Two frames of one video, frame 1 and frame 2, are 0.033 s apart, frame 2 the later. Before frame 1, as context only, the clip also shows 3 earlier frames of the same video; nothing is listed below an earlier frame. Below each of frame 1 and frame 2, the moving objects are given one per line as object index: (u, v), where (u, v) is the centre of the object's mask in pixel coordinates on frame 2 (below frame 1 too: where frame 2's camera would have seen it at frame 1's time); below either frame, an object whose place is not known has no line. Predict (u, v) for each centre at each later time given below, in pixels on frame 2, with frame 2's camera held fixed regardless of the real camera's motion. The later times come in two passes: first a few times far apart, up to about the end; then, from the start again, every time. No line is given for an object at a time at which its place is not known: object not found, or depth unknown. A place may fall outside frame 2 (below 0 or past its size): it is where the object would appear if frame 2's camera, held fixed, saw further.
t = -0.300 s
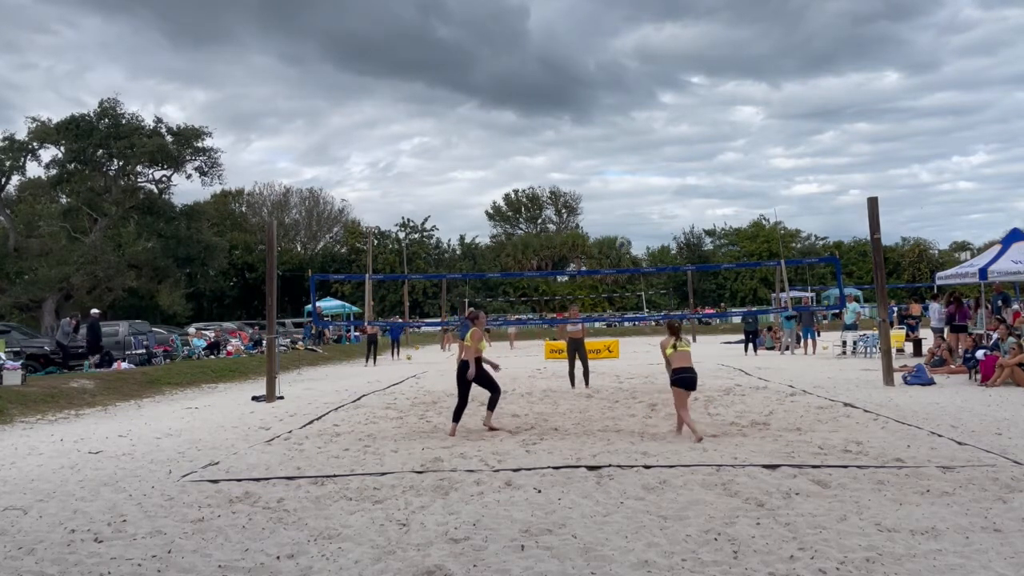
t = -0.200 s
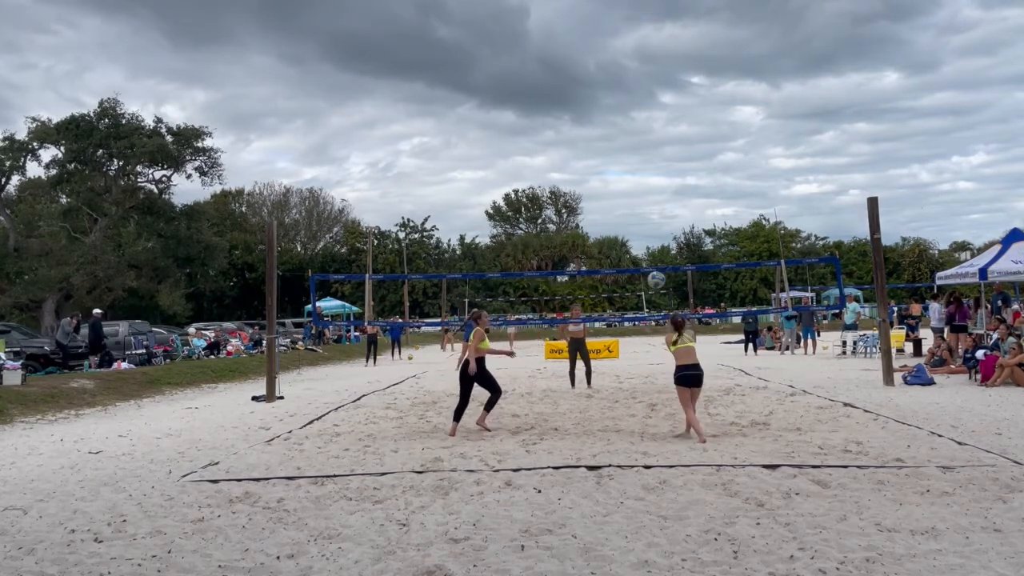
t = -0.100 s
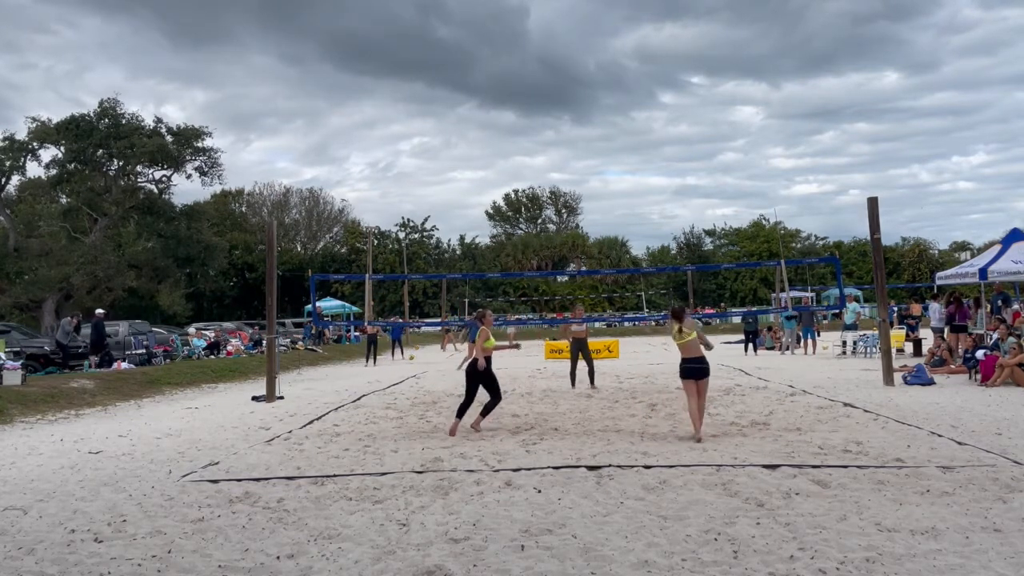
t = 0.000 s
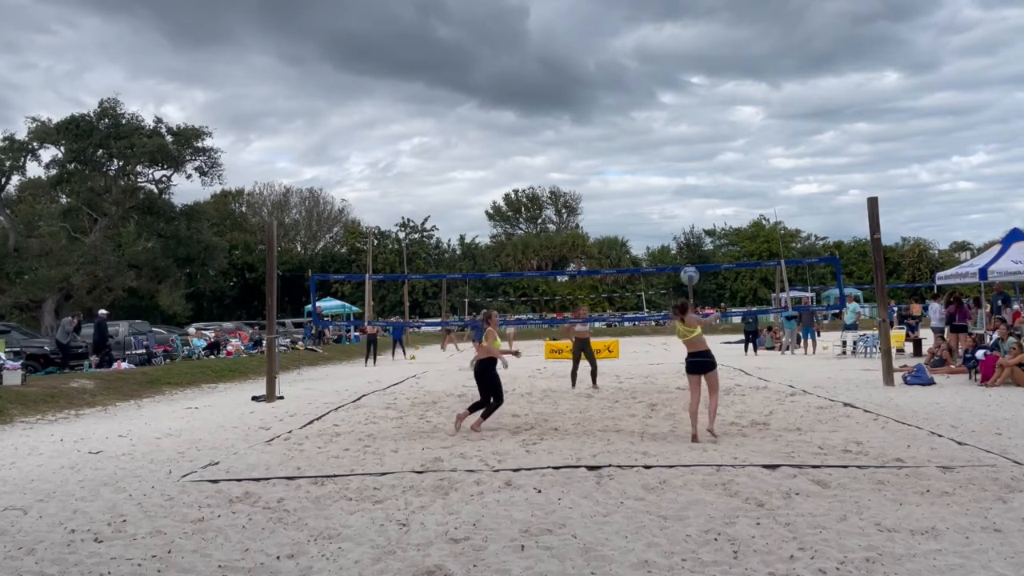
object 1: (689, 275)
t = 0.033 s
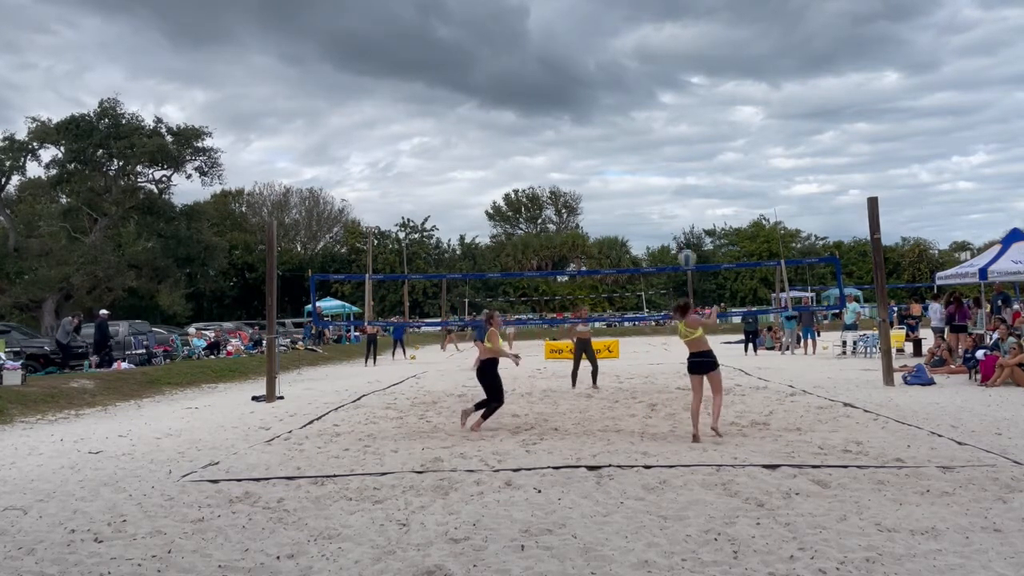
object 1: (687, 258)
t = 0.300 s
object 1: (669, 162)
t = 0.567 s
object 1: (657, 135)
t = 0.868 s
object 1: (648, 161)
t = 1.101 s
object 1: (643, 215)
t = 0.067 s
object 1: (685, 242)
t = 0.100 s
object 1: (682, 227)
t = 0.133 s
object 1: (680, 213)
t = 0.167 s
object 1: (677, 201)
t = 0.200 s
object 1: (675, 189)
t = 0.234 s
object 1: (673, 180)
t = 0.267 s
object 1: (671, 170)
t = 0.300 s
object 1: (669, 162)
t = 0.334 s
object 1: (667, 156)
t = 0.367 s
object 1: (665, 150)
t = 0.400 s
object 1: (663, 146)
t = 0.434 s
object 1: (662, 142)
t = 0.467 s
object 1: (661, 139)
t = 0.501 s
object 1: (659, 137)
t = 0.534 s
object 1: (658, 135)
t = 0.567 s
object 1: (657, 135)
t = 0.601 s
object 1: (656, 135)
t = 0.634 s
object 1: (654, 136)
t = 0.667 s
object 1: (653, 138)
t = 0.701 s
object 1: (652, 140)
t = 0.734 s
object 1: (651, 143)
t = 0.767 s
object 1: (650, 147)
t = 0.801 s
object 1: (649, 151)
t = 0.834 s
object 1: (649, 156)
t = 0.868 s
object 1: (648, 161)
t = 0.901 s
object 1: (647, 167)
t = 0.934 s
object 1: (646, 174)
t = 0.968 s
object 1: (645, 181)
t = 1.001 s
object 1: (645, 189)
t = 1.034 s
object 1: (644, 197)
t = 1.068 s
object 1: (644, 206)
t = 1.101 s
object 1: (643, 215)
